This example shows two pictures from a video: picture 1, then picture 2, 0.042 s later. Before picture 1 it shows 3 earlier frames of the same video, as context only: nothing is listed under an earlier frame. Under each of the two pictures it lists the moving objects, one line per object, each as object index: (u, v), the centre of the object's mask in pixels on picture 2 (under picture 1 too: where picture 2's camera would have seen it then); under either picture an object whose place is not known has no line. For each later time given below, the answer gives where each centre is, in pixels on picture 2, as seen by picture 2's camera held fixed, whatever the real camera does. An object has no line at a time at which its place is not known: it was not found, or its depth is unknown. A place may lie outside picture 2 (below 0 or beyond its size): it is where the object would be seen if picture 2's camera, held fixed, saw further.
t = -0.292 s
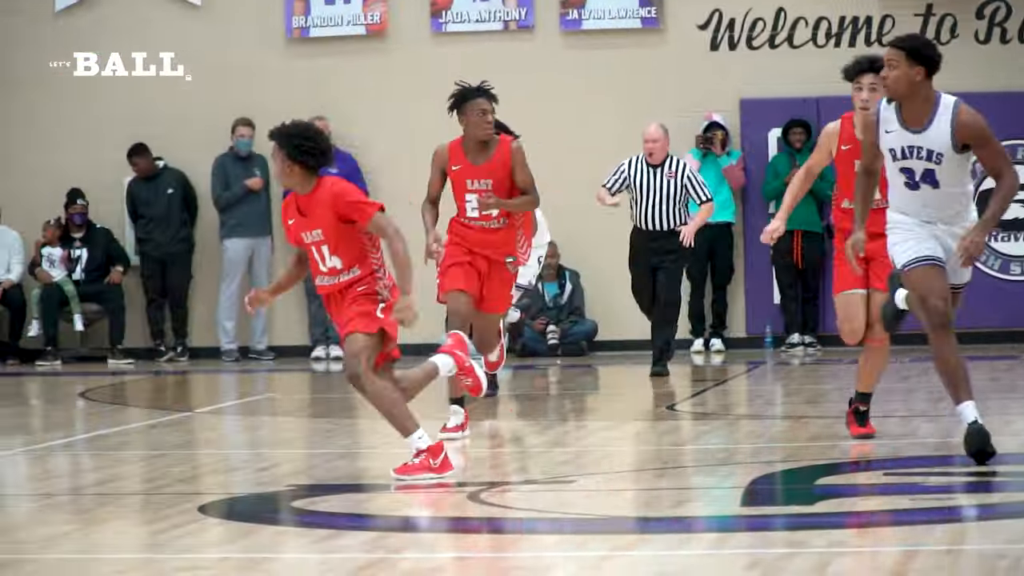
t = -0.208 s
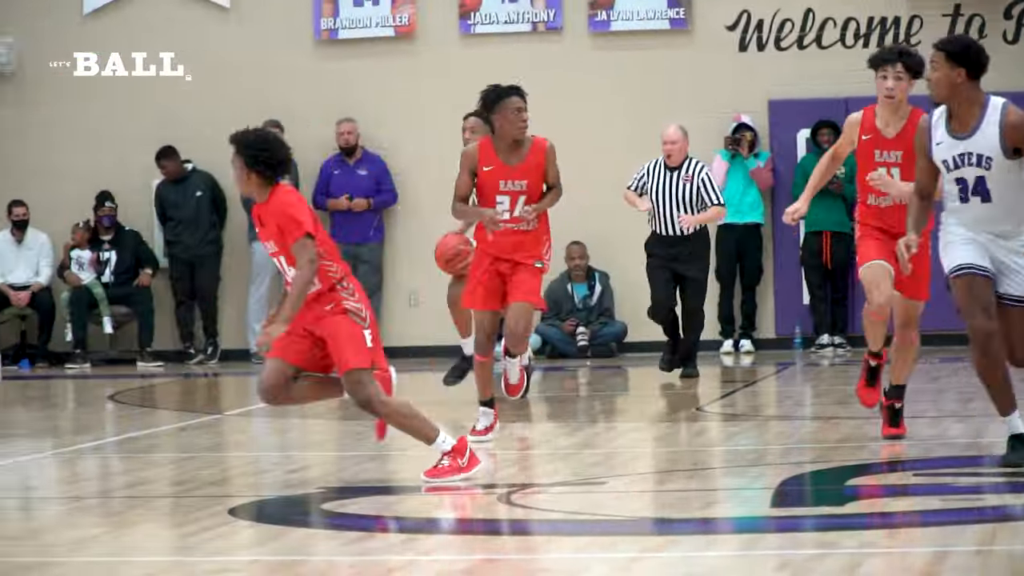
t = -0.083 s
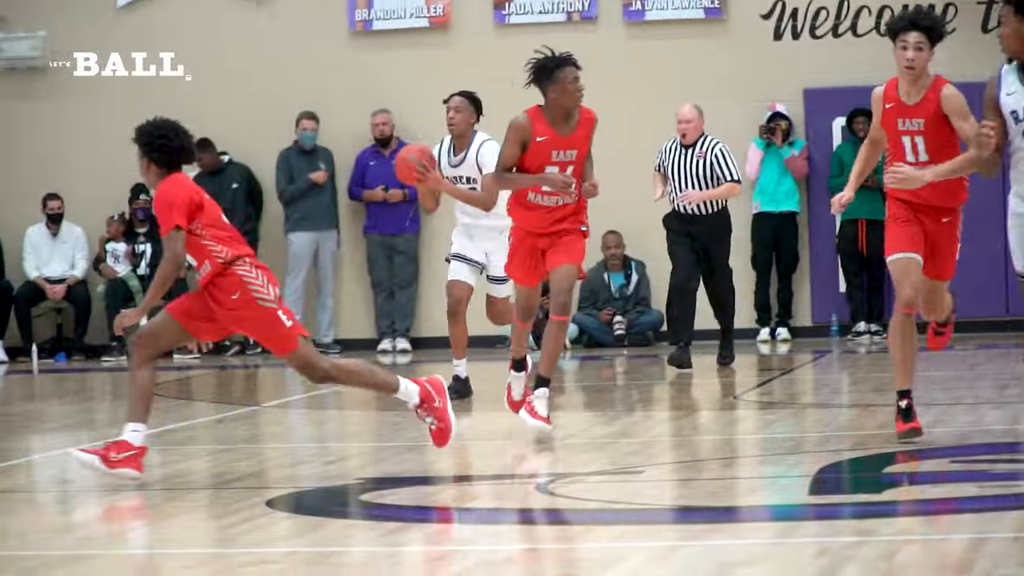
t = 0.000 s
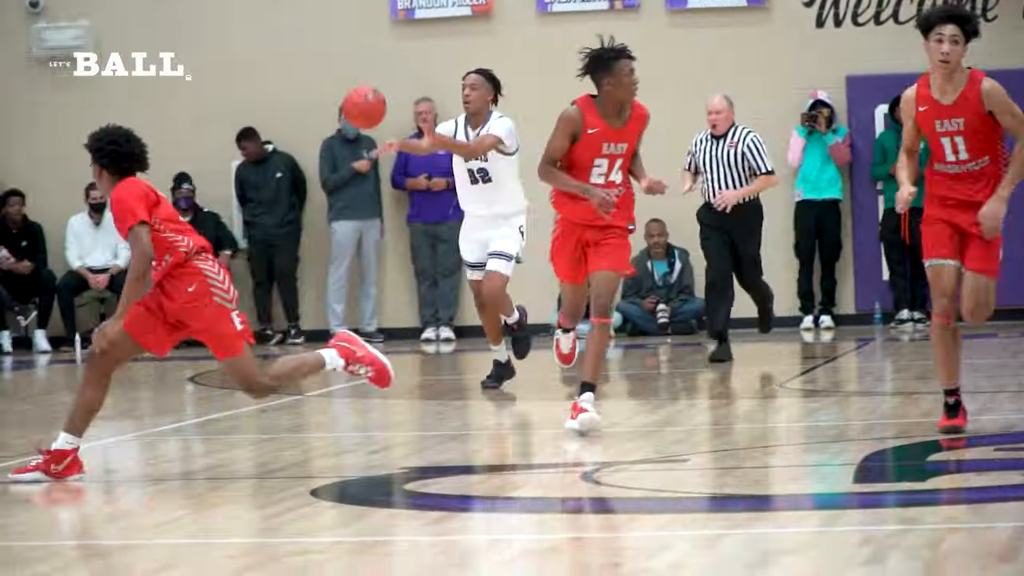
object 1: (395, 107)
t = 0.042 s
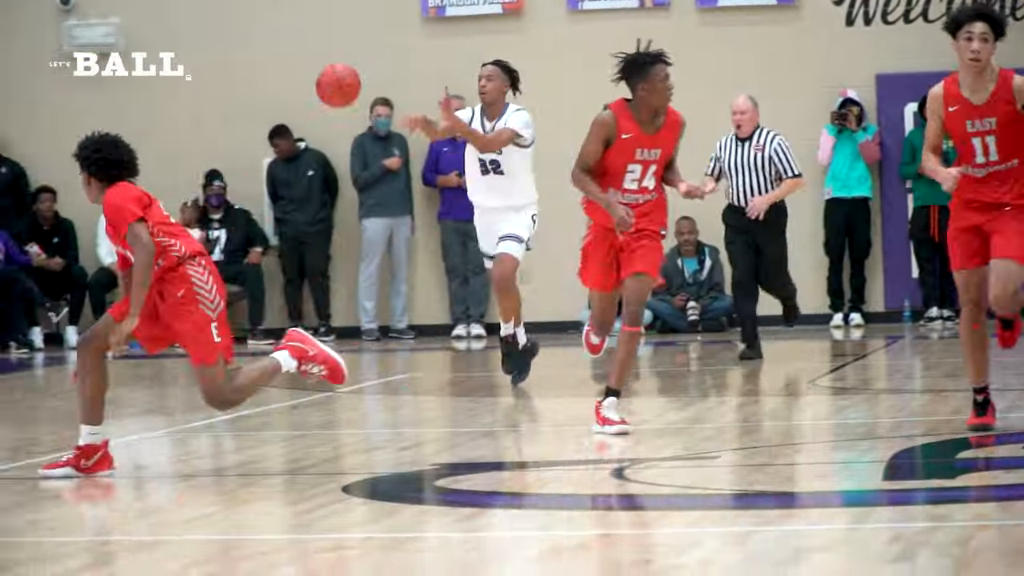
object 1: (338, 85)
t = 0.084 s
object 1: (278, 66)
